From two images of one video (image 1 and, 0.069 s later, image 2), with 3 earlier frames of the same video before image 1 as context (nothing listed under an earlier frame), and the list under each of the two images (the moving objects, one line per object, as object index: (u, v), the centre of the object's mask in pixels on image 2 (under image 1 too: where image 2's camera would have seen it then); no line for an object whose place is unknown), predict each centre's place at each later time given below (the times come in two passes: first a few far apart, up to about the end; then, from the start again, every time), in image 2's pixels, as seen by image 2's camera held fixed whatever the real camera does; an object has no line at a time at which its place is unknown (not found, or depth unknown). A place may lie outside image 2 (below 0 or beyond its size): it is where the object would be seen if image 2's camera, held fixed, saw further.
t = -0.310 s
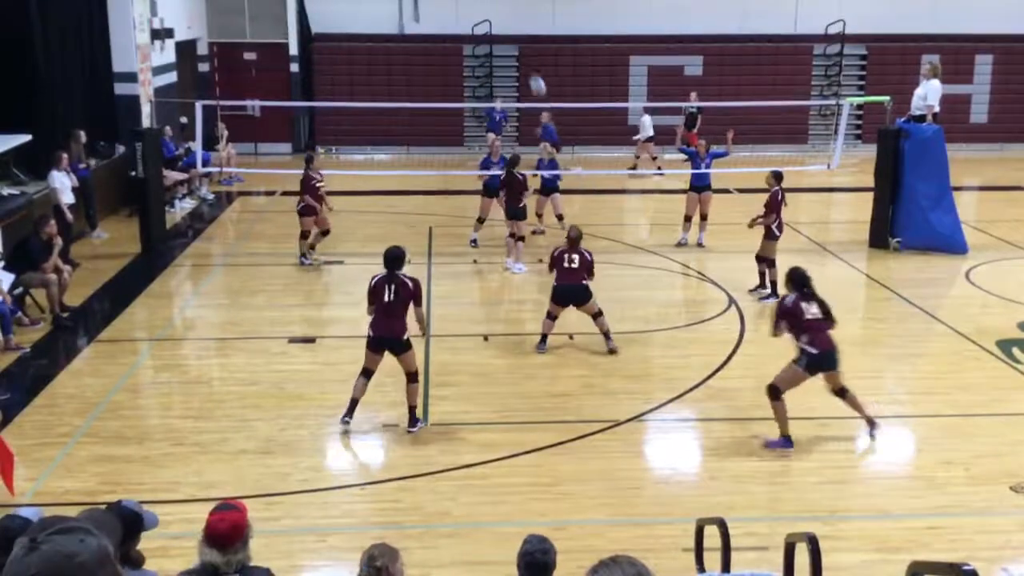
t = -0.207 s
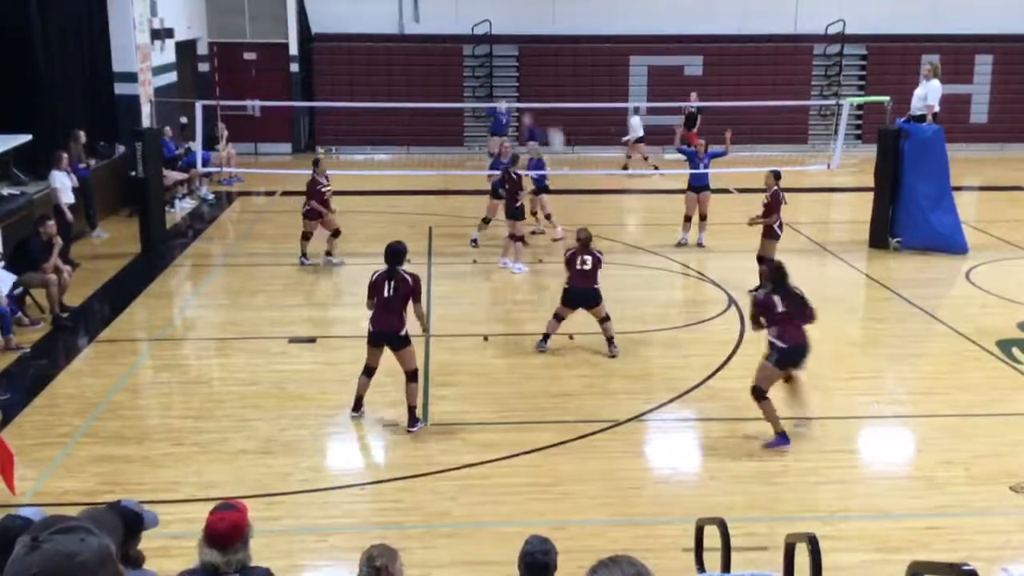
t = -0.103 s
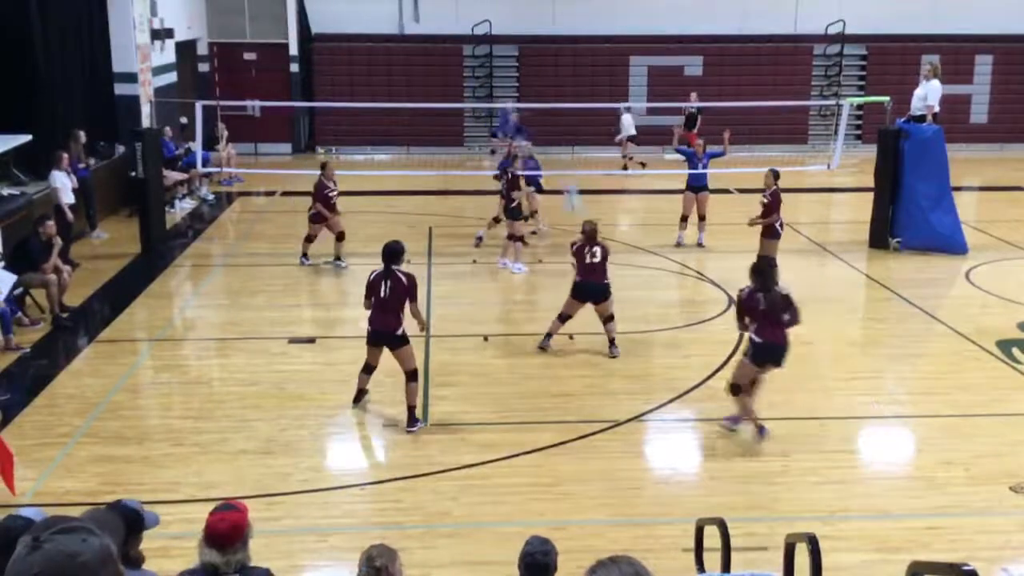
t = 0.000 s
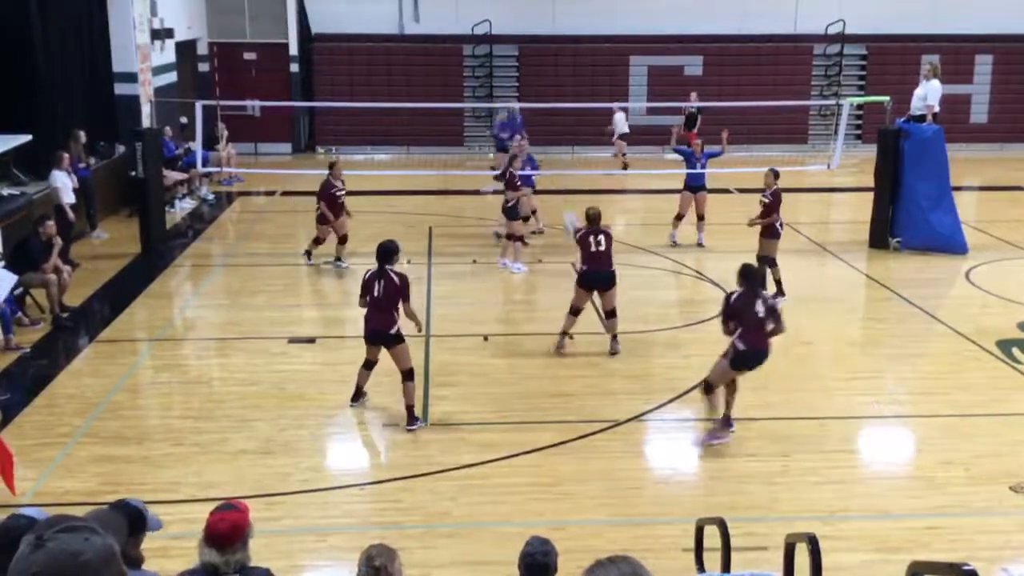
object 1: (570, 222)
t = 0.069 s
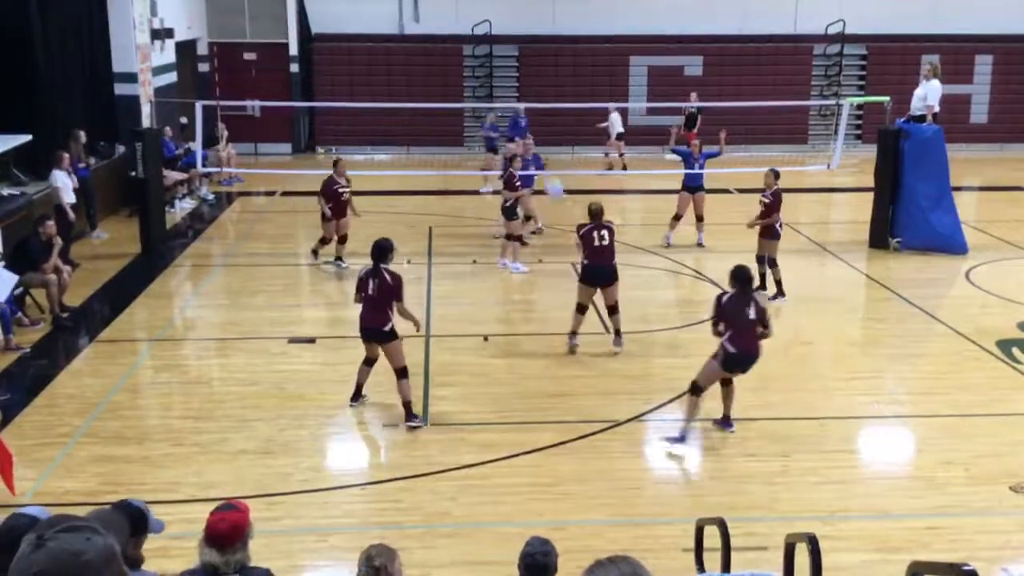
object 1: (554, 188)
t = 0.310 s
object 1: (494, 97)
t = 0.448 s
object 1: (465, 73)
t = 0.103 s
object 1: (544, 169)
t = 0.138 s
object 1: (536, 157)
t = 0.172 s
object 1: (528, 144)
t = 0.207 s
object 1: (519, 129)
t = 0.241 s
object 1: (511, 120)
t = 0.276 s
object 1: (504, 109)
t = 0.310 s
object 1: (494, 97)
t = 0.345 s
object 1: (488, 91)
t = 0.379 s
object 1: (479, 84)
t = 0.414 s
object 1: (472, 77)
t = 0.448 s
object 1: (465, 73)
